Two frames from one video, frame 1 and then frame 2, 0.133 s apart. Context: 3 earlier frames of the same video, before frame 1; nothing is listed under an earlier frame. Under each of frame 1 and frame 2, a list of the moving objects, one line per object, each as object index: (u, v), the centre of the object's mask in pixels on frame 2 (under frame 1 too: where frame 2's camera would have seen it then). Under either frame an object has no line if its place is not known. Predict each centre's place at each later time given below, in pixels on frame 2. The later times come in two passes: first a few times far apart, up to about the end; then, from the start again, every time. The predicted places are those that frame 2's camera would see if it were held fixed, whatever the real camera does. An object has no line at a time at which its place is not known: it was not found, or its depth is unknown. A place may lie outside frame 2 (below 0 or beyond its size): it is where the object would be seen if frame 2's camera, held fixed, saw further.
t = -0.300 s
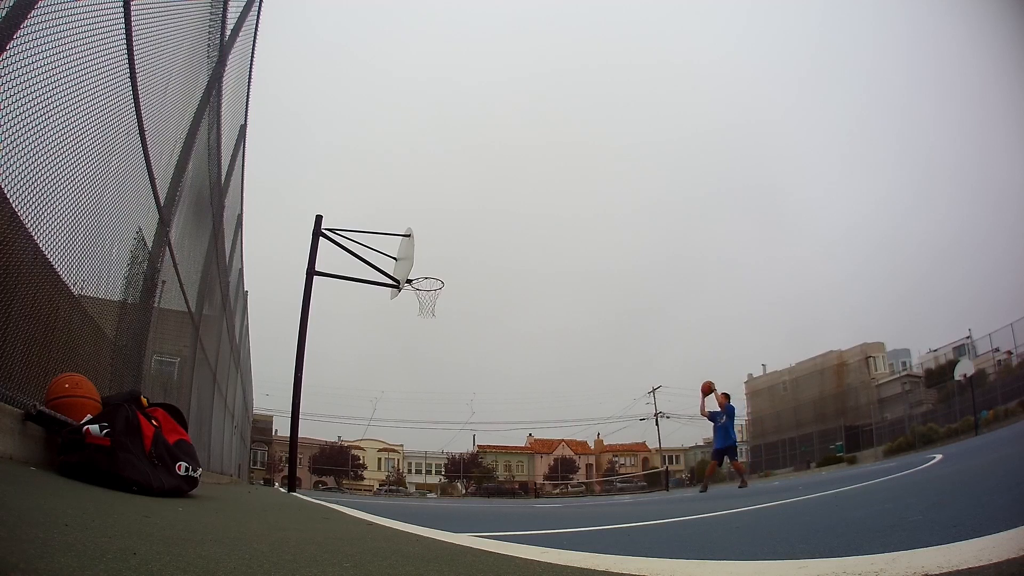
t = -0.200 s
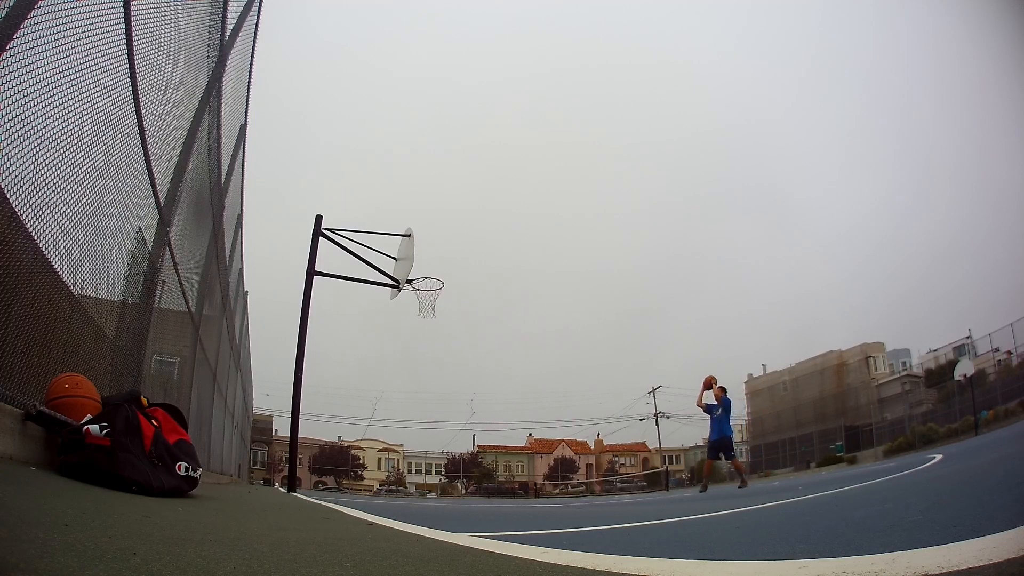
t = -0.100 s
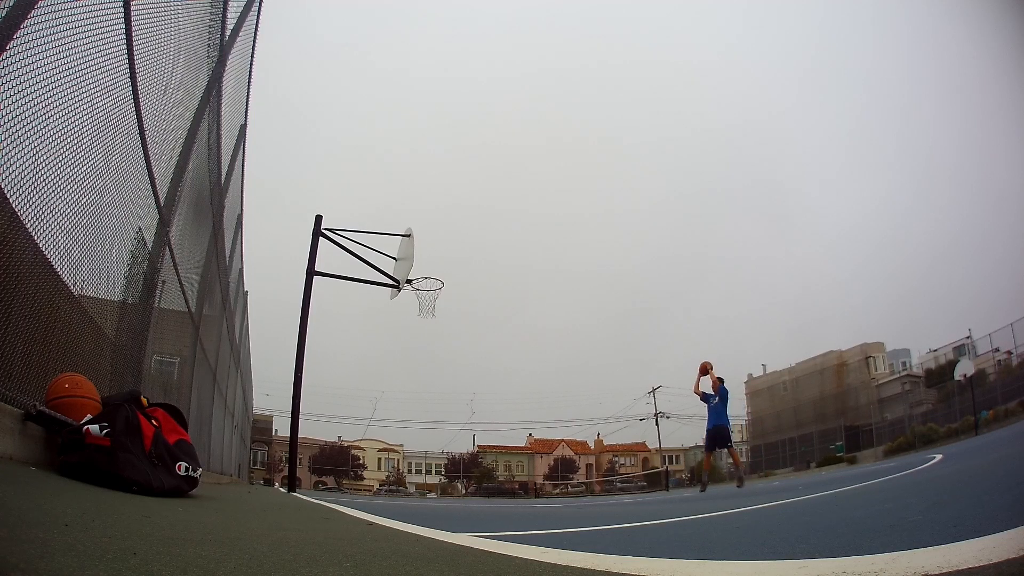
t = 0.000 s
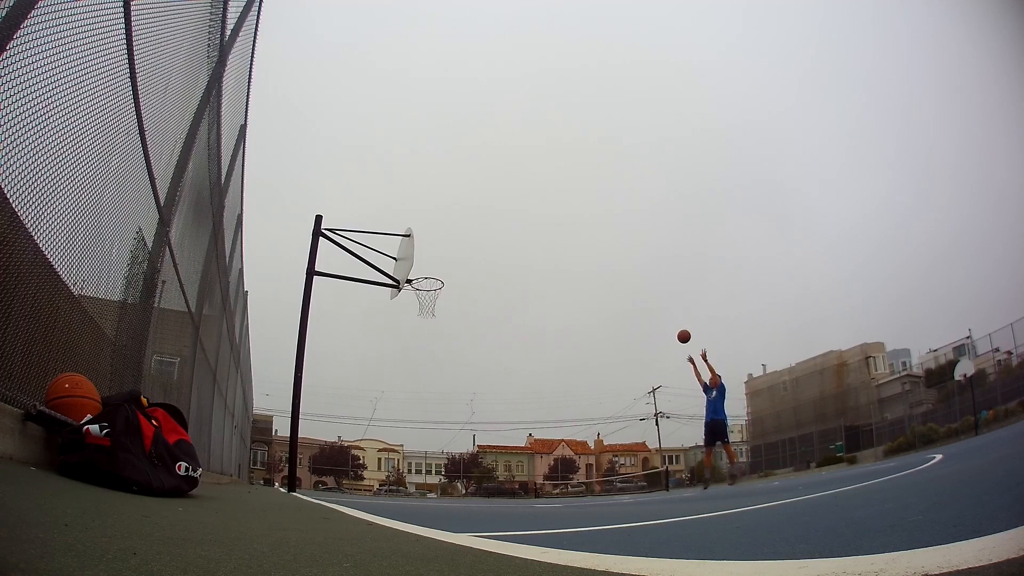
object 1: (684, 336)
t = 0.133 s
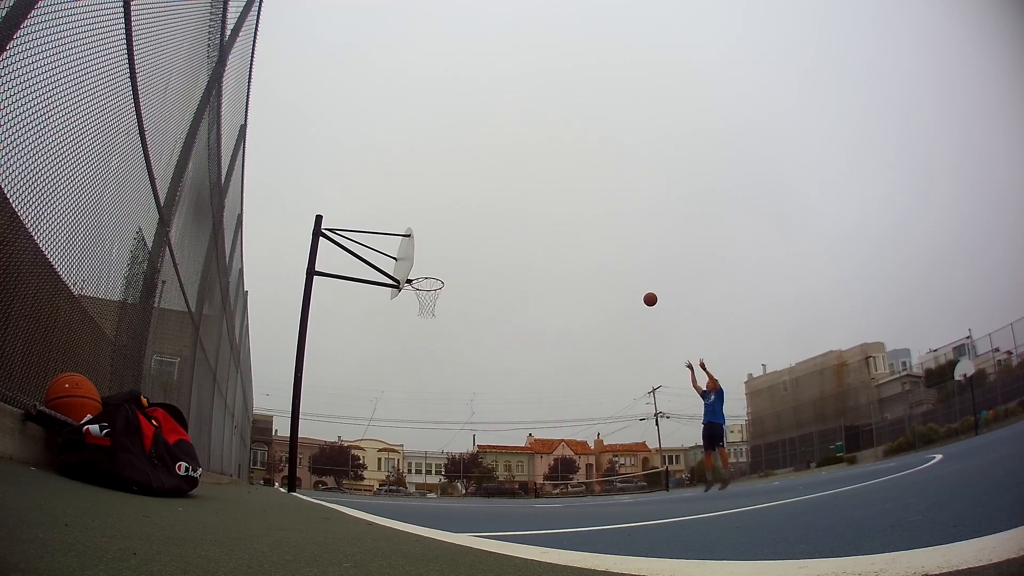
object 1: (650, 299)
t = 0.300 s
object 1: (607, 266)
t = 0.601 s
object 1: (526, 242)
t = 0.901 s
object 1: (438, 271)
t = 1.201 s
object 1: (456, 351)
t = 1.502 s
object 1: (503, 495)
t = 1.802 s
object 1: (548, 396)
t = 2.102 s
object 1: (591, 359)
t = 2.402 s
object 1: (635, 384)
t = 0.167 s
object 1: (642, 291)
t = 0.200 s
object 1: (633, 284)
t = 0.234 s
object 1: (624, 277)
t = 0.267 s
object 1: (616, 271)
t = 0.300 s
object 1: (607, 266)
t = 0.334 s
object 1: (598, 261)
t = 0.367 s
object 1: (589, 256)
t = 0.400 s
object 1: (581, 252)
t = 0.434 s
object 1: (572, 249)
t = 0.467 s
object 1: (563, 247)
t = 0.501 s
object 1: (554, 245)
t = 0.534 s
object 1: (545, 243)
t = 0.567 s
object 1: (536, 242)
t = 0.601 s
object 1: (526, 242)
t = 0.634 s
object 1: (517, 242)
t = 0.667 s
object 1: (508, 243)
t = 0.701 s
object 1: (498, 245)
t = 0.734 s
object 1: (488, 248)
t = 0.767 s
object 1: (479, 251)
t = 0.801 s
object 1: (469, 255)
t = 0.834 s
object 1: (459, 259)
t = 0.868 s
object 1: (449, 265)
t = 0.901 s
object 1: (438, 271)
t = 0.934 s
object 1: (428, 278)
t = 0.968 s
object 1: (418, 286)
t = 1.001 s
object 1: (424, 294)
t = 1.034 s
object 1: (430, 303)
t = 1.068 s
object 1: (435, 311)
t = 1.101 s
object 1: (440, 320)
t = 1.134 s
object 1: (445, 329)
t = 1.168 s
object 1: (451, 340)
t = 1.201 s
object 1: (456, 351)
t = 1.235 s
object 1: (461, 364)
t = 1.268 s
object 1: (466, 377)
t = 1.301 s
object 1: (471, 391)
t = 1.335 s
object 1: (476, 407)
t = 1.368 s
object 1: (482, 423)
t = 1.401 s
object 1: (487, 440)
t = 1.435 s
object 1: (493, 458)
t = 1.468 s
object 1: (498, 476)
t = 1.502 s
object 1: (503, 495)
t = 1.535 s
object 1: (508, 482)
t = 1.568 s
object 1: (513, 470)
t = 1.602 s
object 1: (519, 457)
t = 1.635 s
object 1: (523, 445)
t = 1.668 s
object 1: (528, 433)
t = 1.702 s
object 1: (533, 423)
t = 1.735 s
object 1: (538, 413)
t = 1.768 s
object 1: (543, 404)
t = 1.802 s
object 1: (548, 396)
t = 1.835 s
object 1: (553, 389)
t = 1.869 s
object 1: (557, 383)
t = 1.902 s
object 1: (562, 377)
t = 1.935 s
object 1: (567, 372)
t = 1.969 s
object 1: (572, 368)
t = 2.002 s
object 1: (576, 365)
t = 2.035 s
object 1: (581, 362)
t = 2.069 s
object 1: (586, 361)
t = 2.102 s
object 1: (591, 359)
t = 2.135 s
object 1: (596, 359)
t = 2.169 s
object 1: (600, 360)
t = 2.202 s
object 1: (605, 361)
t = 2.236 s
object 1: (610, 363)
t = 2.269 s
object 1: (615, 366)
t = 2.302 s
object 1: (620, 369)
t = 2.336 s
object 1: (625, 373)
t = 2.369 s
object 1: (630, 378)
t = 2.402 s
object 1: (635, 384)
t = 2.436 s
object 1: (640, 390)
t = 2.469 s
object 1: (645, 397)
